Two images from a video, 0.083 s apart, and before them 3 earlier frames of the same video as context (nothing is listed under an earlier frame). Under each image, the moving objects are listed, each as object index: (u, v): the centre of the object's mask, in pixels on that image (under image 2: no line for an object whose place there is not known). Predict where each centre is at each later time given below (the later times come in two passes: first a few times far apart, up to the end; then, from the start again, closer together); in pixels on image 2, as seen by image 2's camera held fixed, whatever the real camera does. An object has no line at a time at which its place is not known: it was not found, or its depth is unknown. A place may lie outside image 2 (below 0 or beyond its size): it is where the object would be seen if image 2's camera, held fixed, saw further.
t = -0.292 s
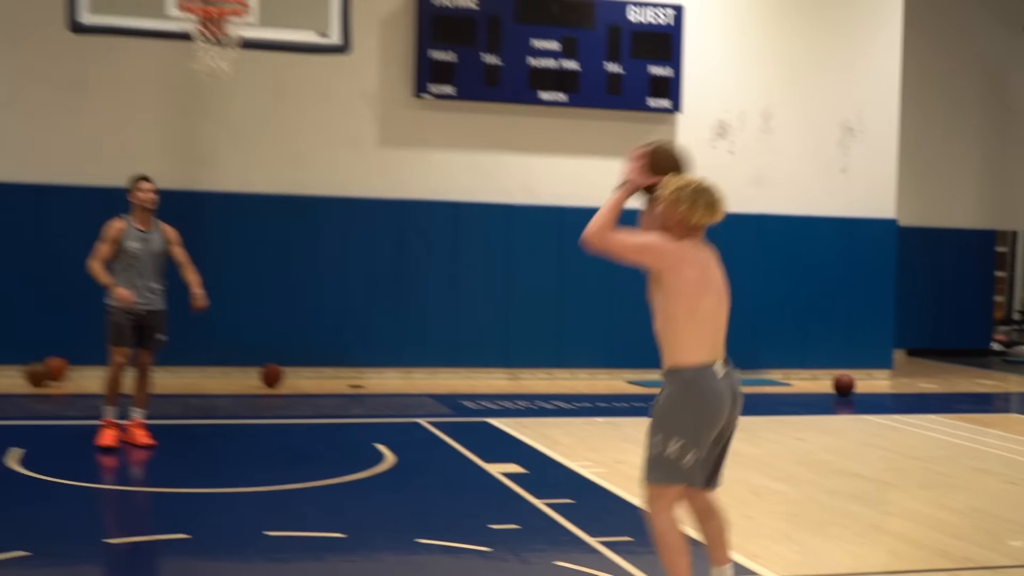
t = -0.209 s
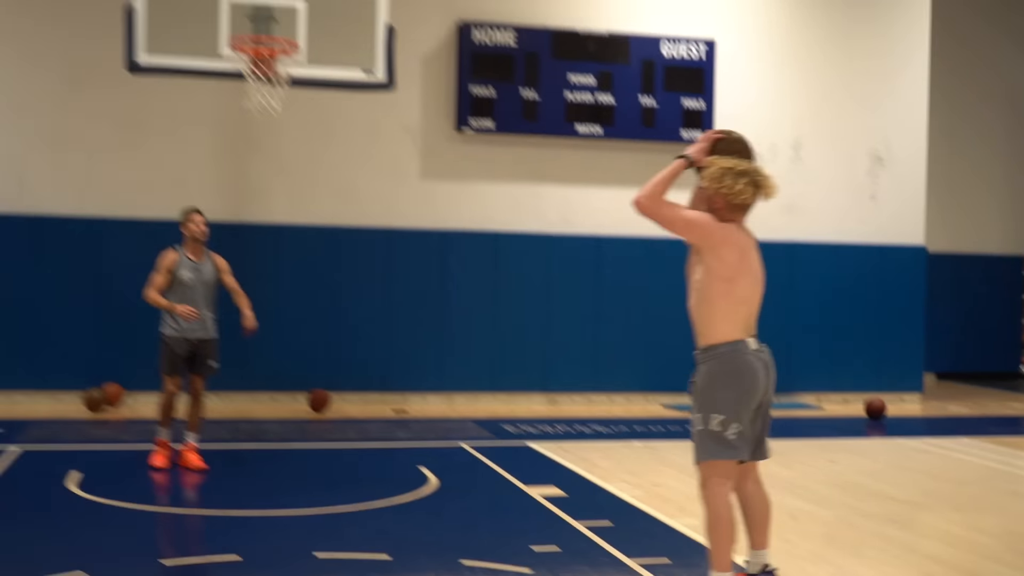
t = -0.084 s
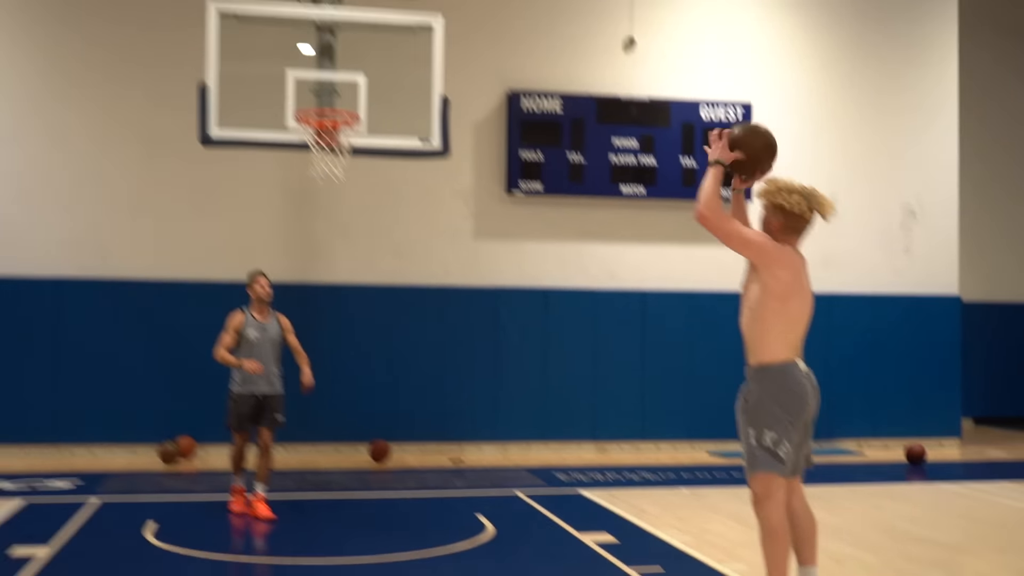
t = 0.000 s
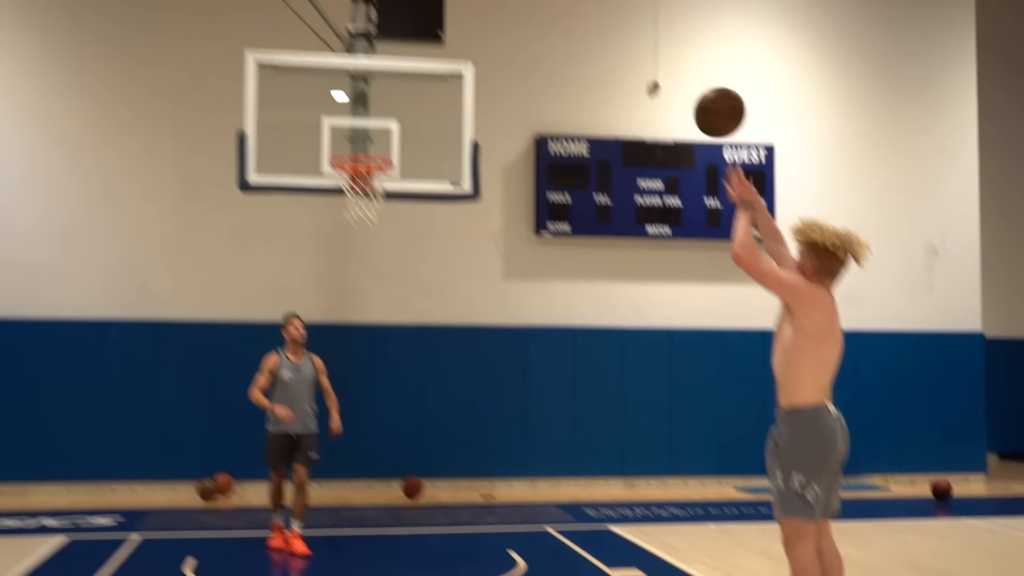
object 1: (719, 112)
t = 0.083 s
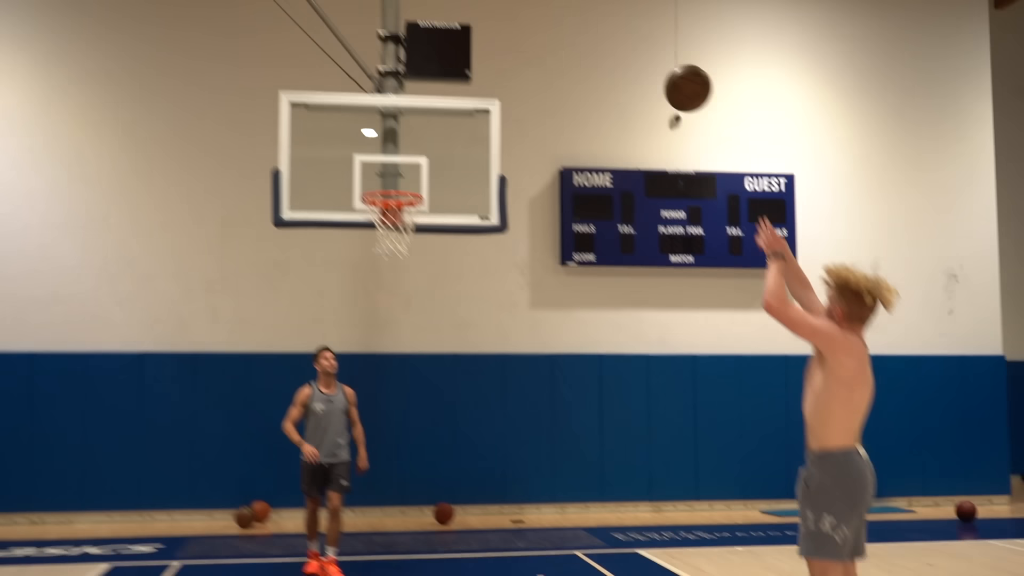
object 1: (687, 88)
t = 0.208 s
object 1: (623, 39)
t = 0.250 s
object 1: (598, 28)
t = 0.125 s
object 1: (668, 71)
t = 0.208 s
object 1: (623, 39)
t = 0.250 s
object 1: (598, 28)
